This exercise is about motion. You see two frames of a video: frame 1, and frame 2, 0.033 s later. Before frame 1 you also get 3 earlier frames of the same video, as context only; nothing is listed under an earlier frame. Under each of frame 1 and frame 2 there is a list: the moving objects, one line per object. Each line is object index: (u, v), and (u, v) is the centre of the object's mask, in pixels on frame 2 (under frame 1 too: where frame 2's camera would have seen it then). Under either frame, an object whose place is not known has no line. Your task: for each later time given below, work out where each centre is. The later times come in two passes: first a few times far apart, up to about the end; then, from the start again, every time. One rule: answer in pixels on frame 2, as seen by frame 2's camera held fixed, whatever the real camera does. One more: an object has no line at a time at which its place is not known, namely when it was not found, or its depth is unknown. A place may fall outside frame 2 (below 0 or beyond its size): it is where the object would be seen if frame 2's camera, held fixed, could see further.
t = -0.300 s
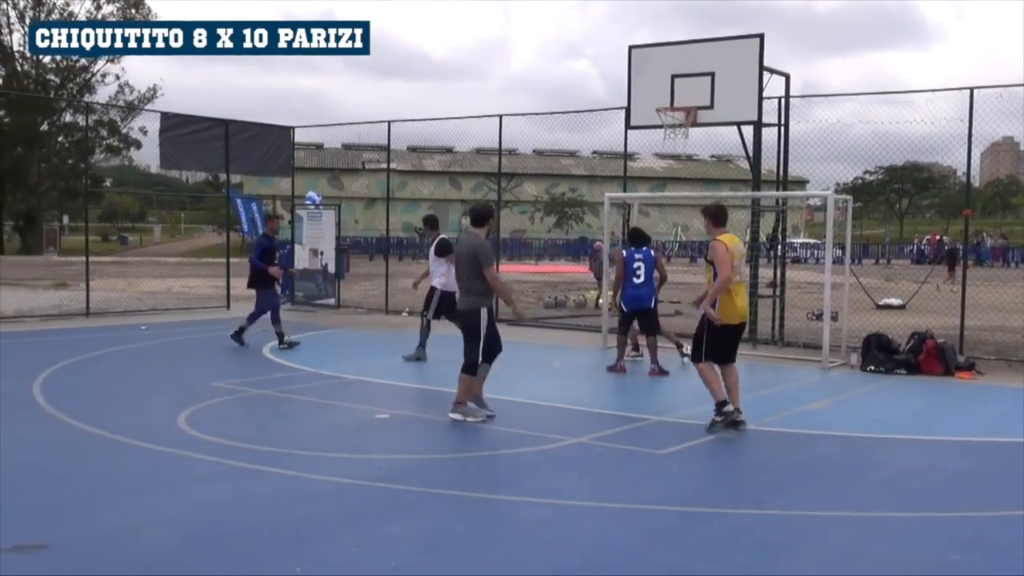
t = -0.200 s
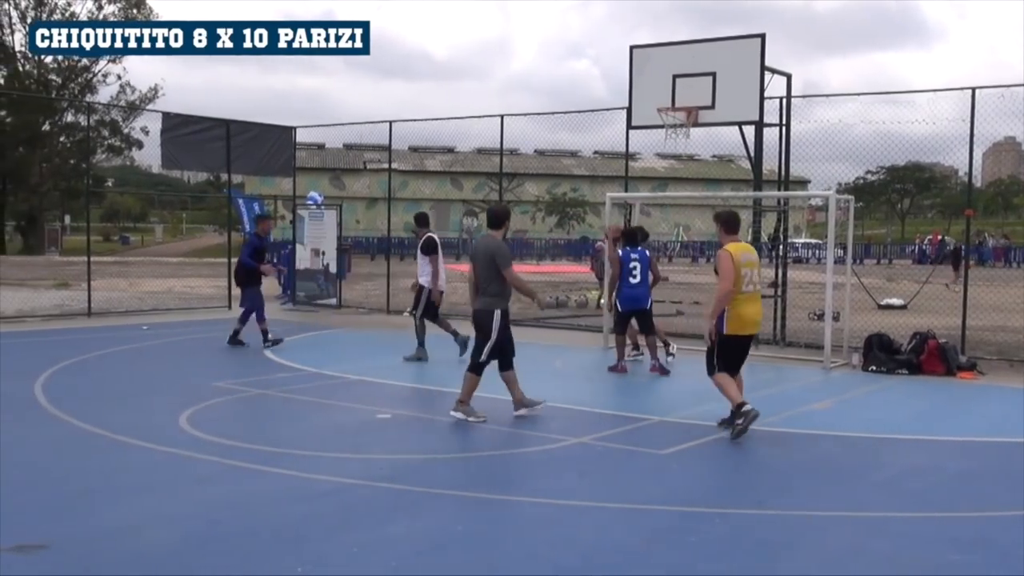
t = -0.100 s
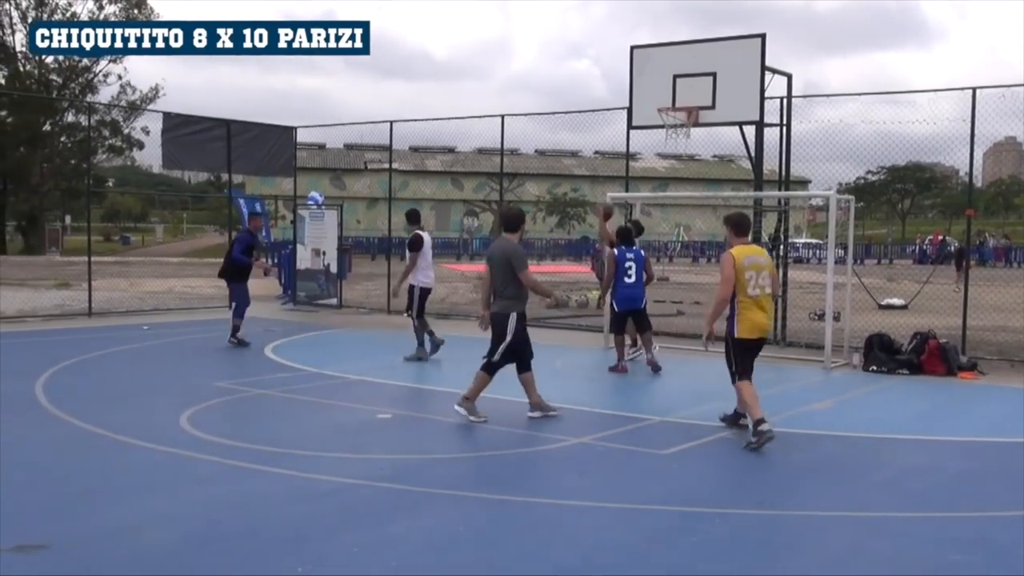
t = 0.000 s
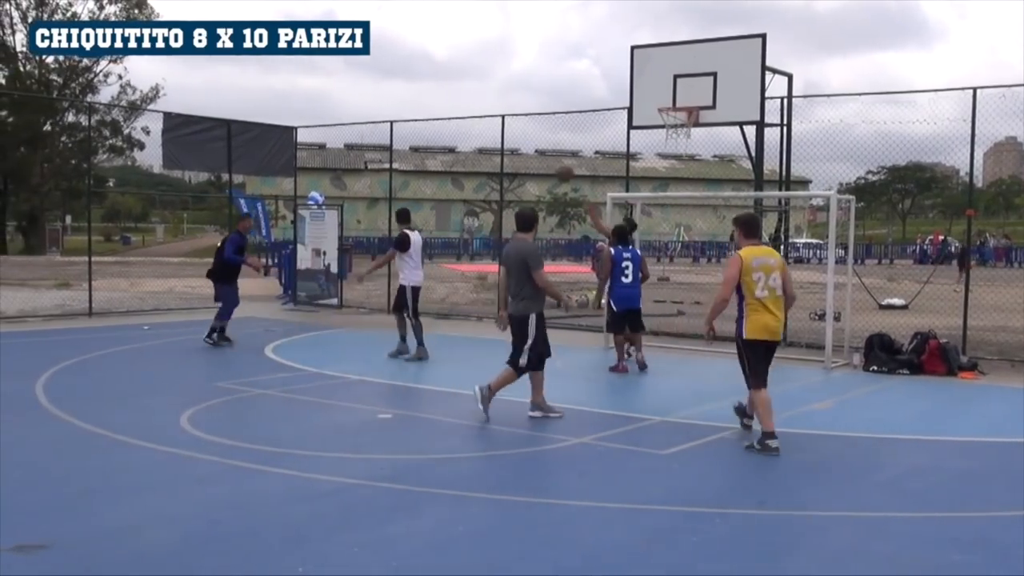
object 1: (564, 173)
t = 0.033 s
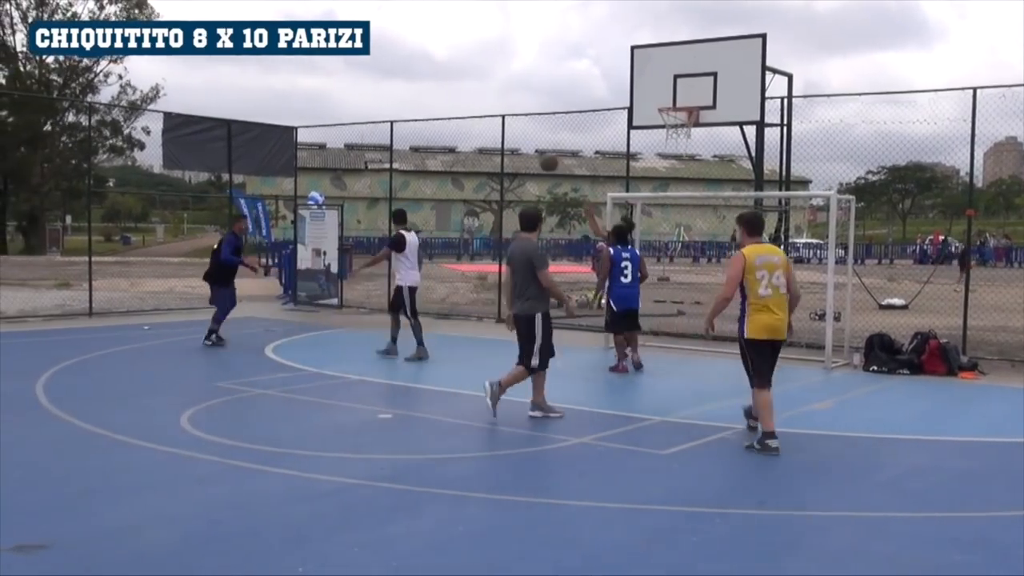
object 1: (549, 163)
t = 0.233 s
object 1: (456, 114)
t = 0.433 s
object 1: (364, 98)
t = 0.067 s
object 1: (533, 152)
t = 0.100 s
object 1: (517, 143)
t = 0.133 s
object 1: (502, 135)
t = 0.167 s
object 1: (487, 127)
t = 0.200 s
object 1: (471, 120)
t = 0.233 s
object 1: (456, 114)
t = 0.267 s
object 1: (440, 109)
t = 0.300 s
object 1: (425, 105)
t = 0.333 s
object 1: (410, 102)
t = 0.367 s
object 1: (395, 100)
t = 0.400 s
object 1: (380, 98)
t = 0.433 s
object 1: (364, 98)
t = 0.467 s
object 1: (349, 98)
